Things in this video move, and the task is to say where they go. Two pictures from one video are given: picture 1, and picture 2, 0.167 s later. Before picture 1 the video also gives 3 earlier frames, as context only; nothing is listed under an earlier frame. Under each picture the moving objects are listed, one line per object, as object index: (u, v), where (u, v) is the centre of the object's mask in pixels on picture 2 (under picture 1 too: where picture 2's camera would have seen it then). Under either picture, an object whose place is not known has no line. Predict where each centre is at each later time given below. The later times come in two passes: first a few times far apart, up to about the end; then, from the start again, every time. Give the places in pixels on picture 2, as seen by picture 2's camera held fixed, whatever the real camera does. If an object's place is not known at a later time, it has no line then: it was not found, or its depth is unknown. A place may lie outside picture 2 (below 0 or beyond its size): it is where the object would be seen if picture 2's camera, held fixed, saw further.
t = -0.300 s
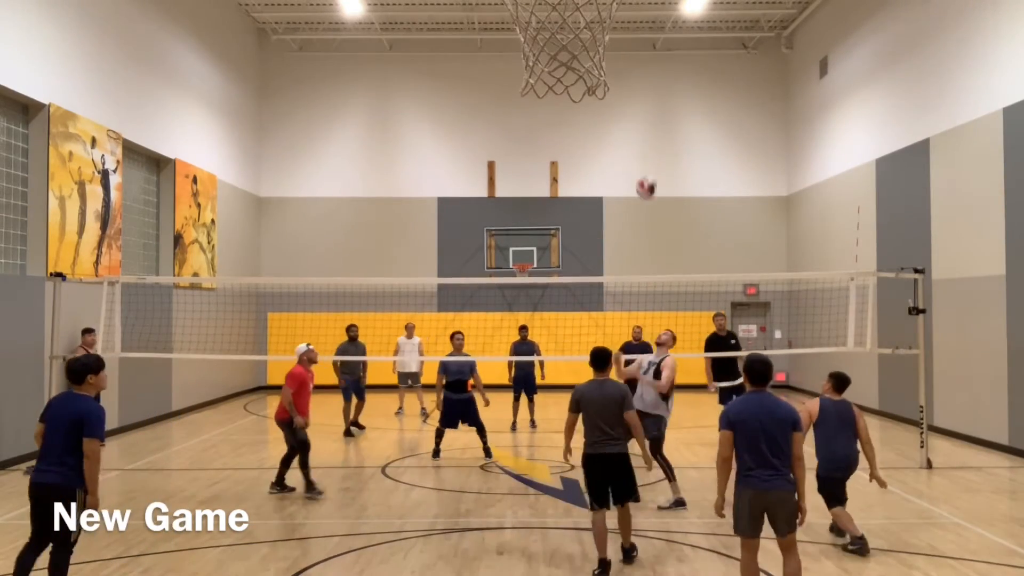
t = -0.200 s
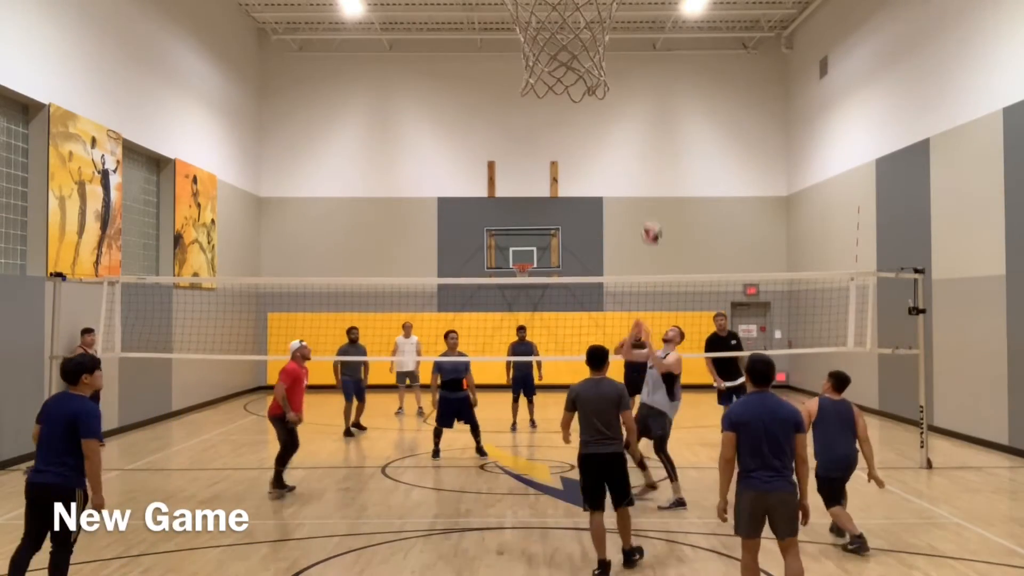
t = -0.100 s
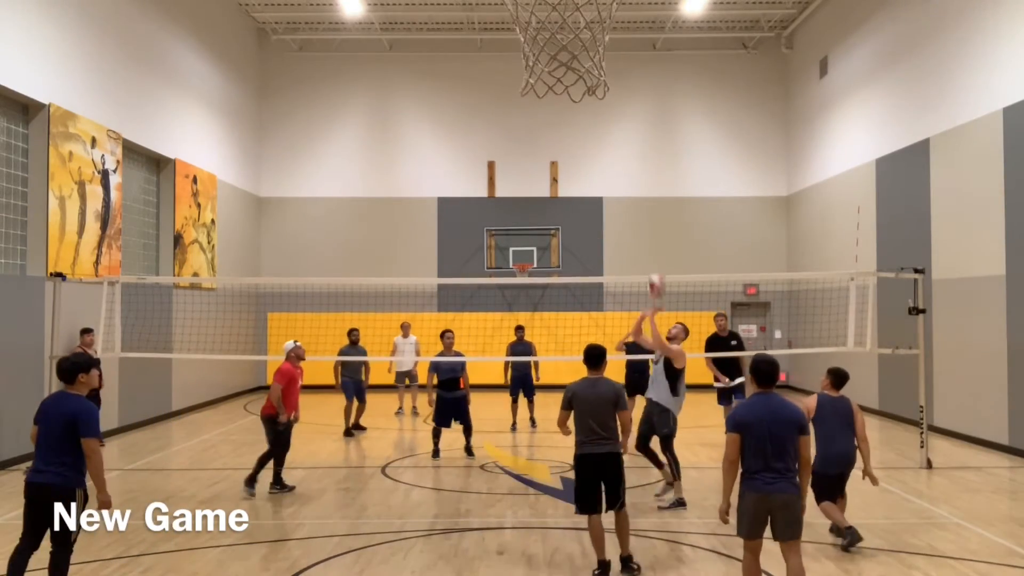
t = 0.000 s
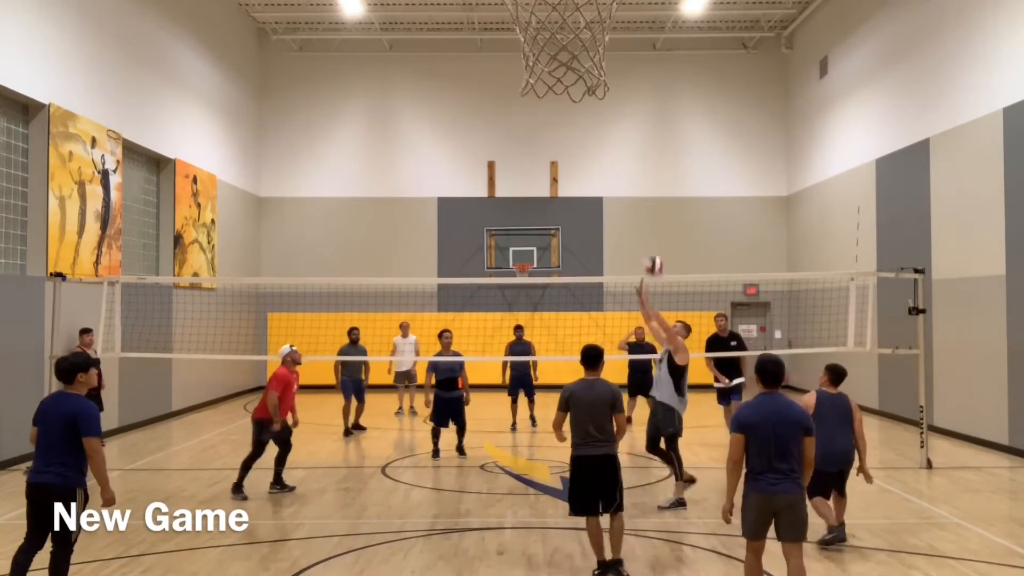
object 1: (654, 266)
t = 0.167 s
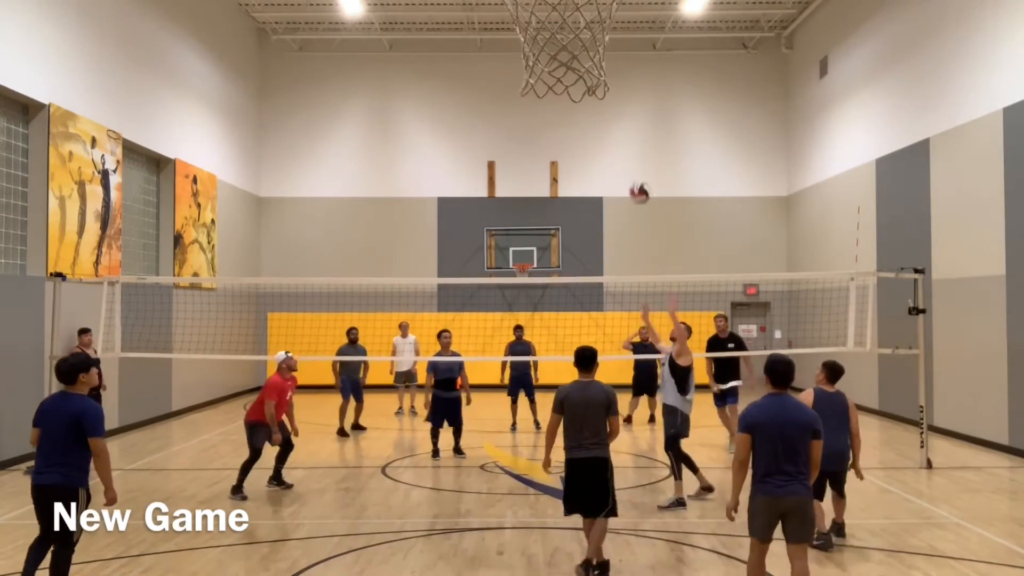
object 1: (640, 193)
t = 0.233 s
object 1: (635, 169)
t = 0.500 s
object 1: (614, 119)
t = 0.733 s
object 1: (595, 134)
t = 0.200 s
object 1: (637, 180)
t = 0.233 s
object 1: (635, 169)
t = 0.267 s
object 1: (633, 159)
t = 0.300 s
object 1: (630, 150)
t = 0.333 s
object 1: (627, 143)
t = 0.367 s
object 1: (625, 136)
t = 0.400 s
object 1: (622, 130)
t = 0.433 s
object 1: (619, 126)
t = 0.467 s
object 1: (616, 122)
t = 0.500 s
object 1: (614, 119)
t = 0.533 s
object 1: (612, 118)
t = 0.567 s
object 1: (609, 118)
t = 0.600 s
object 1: (606, 118)
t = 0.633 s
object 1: (604, 120)
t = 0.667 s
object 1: (601, 124)
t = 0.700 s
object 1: (598, 129)
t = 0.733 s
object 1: (595, 134)
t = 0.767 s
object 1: (592, 141)
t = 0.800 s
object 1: (590, 148)
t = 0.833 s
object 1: (587, 158)
